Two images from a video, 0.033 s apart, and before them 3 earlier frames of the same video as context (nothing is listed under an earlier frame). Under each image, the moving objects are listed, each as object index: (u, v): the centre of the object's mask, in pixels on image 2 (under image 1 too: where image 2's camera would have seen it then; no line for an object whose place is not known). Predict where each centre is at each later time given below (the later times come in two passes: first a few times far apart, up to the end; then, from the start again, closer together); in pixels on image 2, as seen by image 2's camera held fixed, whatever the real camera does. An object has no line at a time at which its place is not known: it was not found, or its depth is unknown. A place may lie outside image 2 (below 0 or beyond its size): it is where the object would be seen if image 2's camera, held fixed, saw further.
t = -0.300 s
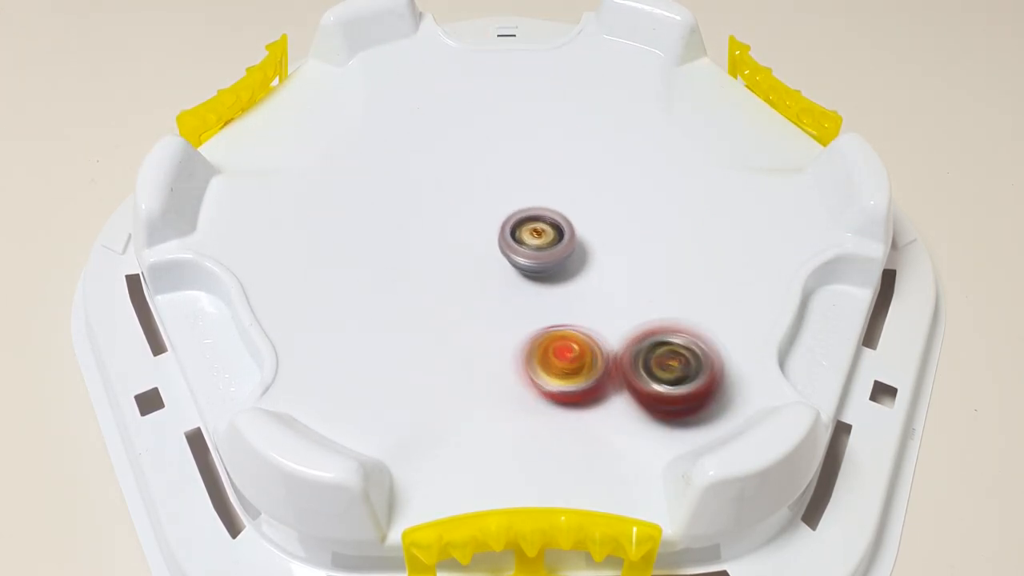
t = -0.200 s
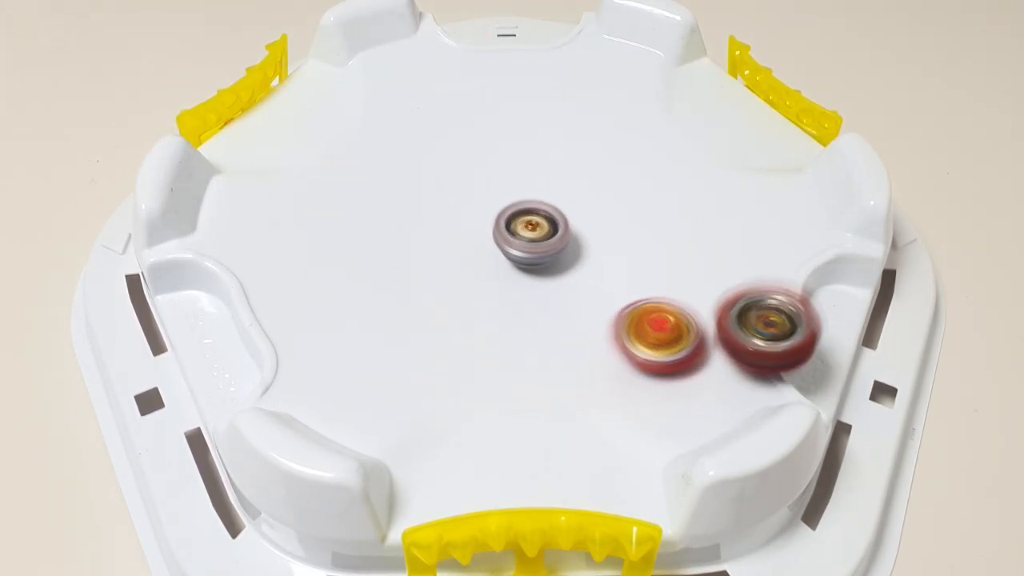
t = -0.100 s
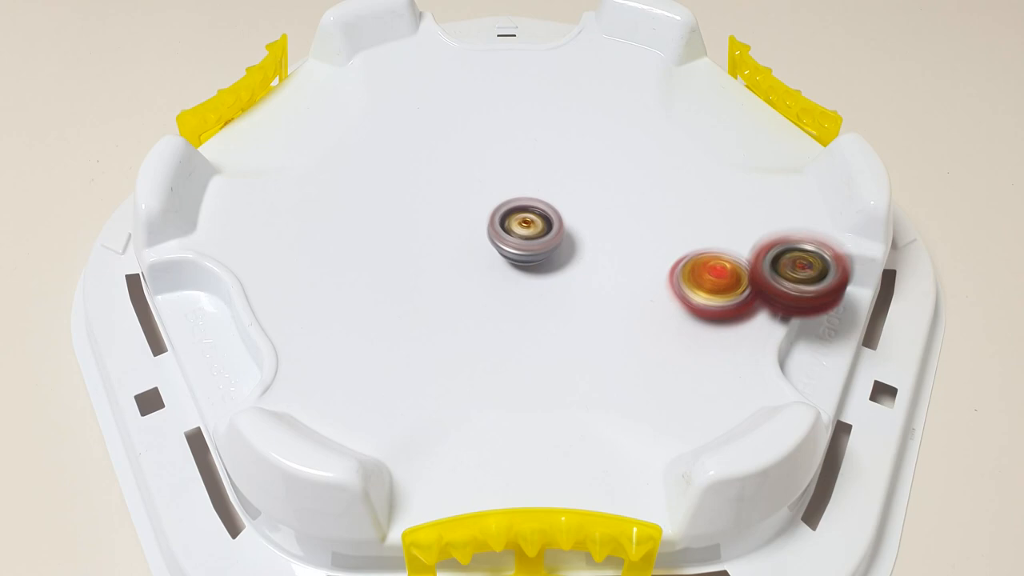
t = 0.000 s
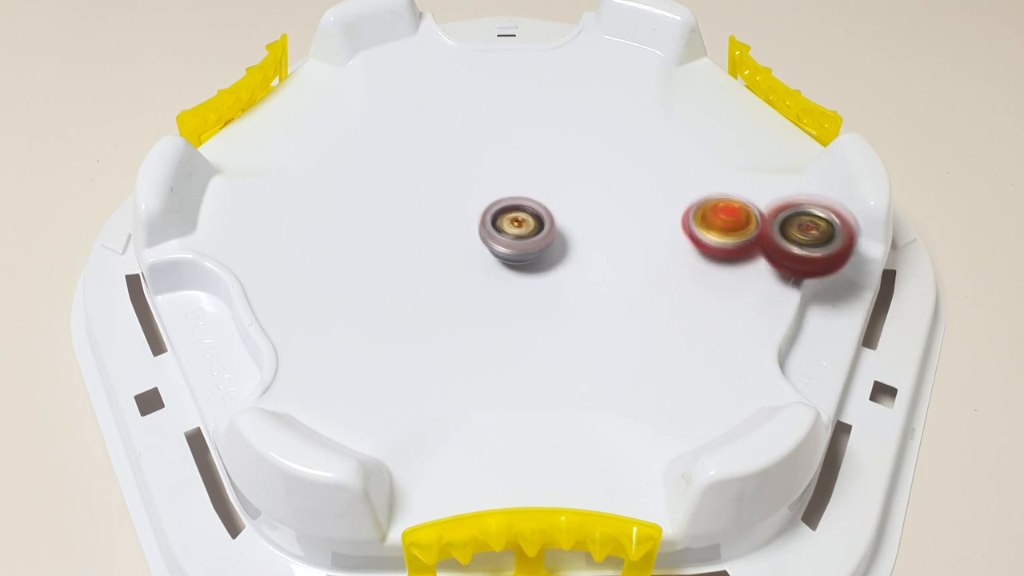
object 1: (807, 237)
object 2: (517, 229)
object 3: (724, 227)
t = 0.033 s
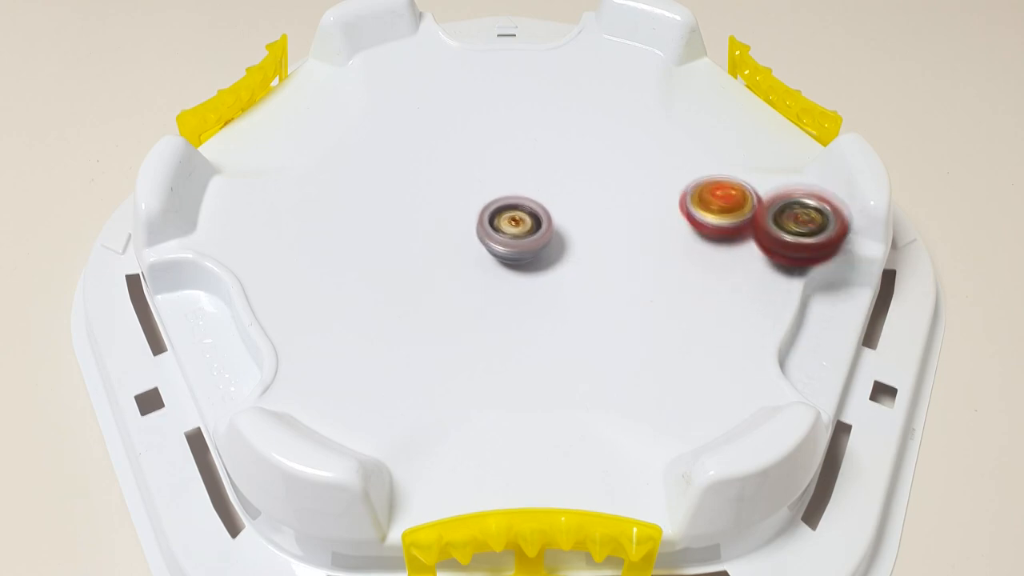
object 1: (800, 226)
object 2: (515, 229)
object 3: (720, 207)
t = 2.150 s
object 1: (327, 226)
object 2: (517, 226)
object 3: (373, 110)
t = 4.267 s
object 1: (398, 210)
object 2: (509, 223)
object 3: (581, 365)
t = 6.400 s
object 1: (489, 261)
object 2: (531, 198)
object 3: (445, 154)
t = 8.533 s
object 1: (612, 210)
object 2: (519, 169)
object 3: (567, 271)
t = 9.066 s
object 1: (510, 173)
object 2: (483, 231)
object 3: (567, 220)
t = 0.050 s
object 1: (794, 222)
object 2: (513, 229)
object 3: (716, 199)
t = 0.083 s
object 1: (781, 205)
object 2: (512, 229)
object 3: (708, 181)
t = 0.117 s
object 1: (763, 189)
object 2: (512, 230)
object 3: (694, 165)
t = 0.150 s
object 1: (741, 173)
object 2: (511, 229)
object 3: (678, 149)
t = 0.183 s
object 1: (718, 159)
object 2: (510, 229)
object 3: (656, 135)
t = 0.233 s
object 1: (679, 142)
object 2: (509, 228)
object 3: (620, 119)
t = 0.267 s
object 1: (650, 135)
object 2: (508, 228)
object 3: (591, 110)
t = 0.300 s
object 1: (617, 131)
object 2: (508, 228)
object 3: (560, 103)
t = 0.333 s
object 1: (583, 129)
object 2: (508, 228)
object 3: (529, 98)
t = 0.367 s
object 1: (551, 133)
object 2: (508, 227)
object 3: (496, 94)
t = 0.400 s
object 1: (521, 144)
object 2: (508, 227)
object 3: (463, 93)
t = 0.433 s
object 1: (492, 155)
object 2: (508, 227)
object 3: (432, 94)
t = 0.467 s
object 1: (464, 171)
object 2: (508, 226)
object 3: (404, 100)
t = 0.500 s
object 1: (438, 188)
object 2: (508, 225)
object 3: (377, 108)
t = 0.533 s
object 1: (415, 207)
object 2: (508, 225)
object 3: (353, 118)
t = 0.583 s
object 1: (388, 238)
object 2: (508, 223)
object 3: (322, 137)
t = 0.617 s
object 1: (377, 260)
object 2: (509, 222)
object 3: (305, 150)
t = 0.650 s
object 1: (372, 285)
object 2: (510, 221)
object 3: (293, 164)
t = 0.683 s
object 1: (374, 309)
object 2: (510, 220)
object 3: (283, 180)
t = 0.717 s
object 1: (383, 331)
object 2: (510, 220)
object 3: (276, 198)
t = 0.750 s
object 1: (398, 352)
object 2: (510, 221)
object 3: (270, 218)
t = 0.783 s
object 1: (416, 372)
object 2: (510, 221)
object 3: (267, 237)
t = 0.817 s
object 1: (441, 392)
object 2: (509, 221)
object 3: (270, 258)
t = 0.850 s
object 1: (464, 415)
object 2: (509, 222)
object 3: (278, 277)
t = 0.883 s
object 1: (482, 437)
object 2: (508, 221)
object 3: (290, 295)
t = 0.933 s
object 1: (504, 462)
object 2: (507, 222)
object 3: (316, 324)
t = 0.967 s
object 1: (516, 458)
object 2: (508, 221)
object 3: (337, 338)
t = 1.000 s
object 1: (526, 453)
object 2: (508, 223)
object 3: (362, 355)
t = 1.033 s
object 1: (536, 441)
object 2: (508, 221)
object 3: (393, 366)
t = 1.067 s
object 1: (545, 433)
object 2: (508, 221)
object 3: (426, 377)
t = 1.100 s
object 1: (553, 422)
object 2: (508, 221)
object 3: (458, 383)
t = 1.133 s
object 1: (564, 411)
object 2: (509, 221)
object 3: (484, 382)
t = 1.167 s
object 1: (582, 410)
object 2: (509, 221)
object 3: (509, 371)
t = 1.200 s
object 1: (601, 406)
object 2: (510, 221)
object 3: (534, 358)
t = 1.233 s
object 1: (613, 398)
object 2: (510, 221)
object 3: (561, 343)
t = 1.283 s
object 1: (622, 383)
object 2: (510, 222)
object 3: (604, 318)
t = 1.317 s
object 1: (628, 372)
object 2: (510, 222)
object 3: (632, 304)
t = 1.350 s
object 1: (635, 356)
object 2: (510, 222)
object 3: (651, 284)
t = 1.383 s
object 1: (643, 339)
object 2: (511, 222)
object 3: (665, 262)
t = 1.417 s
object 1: (651, 321)
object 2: (511, 222)
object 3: (674, 237)
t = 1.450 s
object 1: (659, 303)
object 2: (511, 222)
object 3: (677, 212)
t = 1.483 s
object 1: (665, 283)
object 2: (511, 222)
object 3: (676, 187)
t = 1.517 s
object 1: (668, 261)
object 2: (511, 222)
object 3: (670, 164)
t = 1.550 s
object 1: (666, 239)
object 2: (511, 222)
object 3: (662, 145)
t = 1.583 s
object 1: (658, 218)
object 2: (511, 222)
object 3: (650, 127)
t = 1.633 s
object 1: (640, 189)
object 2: (512, 222)
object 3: (628, 105)
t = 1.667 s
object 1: (623, 172)
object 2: (513, 222)
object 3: (612, 91)
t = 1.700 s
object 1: (602, 156)
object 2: (513, 222)
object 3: (594, 79)
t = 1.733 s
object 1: (579, 144)
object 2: (513, 222)
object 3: (578, 69)
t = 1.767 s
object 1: (553, 134)
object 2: (514, 223)
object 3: (561, 62)
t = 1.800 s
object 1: (525, 128)
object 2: (515, 223)
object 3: (543, 57)
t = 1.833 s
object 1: (497, 125)
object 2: (515, 223)
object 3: (525, 54)
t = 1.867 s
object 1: (469, 124)
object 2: (515, 224)
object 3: (507, 52)
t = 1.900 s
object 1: (441, 127)
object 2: (515, 224)
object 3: (489, 53)
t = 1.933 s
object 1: (416, 133)
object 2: (515, 224)
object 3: (471, 54)
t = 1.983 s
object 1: (380, 144)
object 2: (516, 225)
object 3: (445, 60)
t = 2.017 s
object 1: (361, 157)
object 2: (516, 225)
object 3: (429, 66)
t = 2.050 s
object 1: (344, 171)
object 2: (516, 225)
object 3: (414, 75)
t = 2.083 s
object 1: (333, 188)
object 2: (517, 226)
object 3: (399, 84)
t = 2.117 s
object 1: (327, 206)
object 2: (517, 226)
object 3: (385, 97)
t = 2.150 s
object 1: (327, 226)
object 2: (517, 226)
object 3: (373, 110)
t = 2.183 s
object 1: (334, 246)
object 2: (517, 227)
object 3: (362, 125)
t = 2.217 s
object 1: (348, 265)
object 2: (517, 227)
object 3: (354, 142)
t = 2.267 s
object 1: (368, 281)
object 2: (517, 227)
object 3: (348, 161)
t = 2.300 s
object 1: (393, 298)
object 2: (518, 227)
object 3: (346, 182)
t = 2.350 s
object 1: (440, 313)
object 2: (518, 227)
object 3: (349, 215)
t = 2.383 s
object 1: (475, 318)
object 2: (518, 228)
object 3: (357, 239)
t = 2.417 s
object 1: (509, 320)
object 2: (518, 227)
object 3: (371, 263)
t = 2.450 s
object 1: (540, 315)
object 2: (518, 228)
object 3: (390, 286)
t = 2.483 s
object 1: (568, 305)
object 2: (517, 228)
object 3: (414, 306)
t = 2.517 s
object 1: (592, 290)
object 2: (518, 228)
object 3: (443, 324)
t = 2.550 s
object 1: (612, 275)
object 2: (518, 228)
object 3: (477, 338)
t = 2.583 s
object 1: (627, 256)
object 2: (517, 229)
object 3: (512, 348)
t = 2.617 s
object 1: (637, 235)
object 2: (518, 228)
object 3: (547, 353)
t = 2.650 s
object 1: (641, 214)
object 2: (518, 228)
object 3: (580, 352)
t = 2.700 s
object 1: (638, 186)
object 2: (518, 228)
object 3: (627, 343)
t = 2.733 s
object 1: (631, 169)
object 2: (518, 228)
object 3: (653, 335)
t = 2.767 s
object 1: (620, 152)
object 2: (518, 229)
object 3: (677, 324)
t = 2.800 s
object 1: (606, 140)
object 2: (518, 229)
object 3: (698, 311)
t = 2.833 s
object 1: (590, 128)
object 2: (518, 229)
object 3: (715, 297)
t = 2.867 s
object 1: (572, 120)
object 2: (517, 229)
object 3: (728, 283)
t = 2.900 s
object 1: (552, 114)
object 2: (517, 229)
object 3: (739, 268)
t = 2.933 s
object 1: (533, 110)
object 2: (517, 229)
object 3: (746, 253)
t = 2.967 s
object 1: (512, 107)
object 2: (517, 230)
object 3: (749, 238)
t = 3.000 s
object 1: (491, 108)
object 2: (517, 230)
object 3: (749, 224)
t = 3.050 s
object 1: (461, 116)
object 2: (517, 230)
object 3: (745, 203)
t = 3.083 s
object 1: (443, 125)
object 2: (516, 230)
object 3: (738, 190)
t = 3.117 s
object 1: (428, 139)
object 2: (516, 230)
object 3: (729, 177)
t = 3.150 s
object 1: (414, 155)
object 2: (516, 230)
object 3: (717, 165)
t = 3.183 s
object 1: (405, 172)
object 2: (516, 230)
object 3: (702, 154)
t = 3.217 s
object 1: (401, 191)
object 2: (516, 230)
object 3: (685, 143)
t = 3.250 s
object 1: (402, 212)
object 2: (516, 230)
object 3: (666, 135)
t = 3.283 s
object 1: (408, 232)
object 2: (515, 230)
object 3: (645, 129)
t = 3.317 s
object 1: (419, 251)
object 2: (515, 230)
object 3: (622, 124)
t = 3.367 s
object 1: (444, 276)
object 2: (515, 229)
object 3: (585, 121)
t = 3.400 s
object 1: (465, 289)
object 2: (515, 229)
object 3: (558, 120)
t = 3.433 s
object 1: (489, 298)
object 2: (515, 229)
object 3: (531, 122)
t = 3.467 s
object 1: (514, 304)
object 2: (514, 228)
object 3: (504, 125)
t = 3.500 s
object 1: (540, 305)
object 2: (514, 229)
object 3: (476, 131)
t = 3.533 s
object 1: (564, 304)
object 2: (514, 228)
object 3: (450, 140)
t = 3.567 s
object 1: (589, 298)
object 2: (514, 228)
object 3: (425, 152)
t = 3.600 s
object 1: (609, 291)
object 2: (514, 228)
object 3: (402, 165)
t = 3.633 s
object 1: (627, 279)
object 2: (513, 228)
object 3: (383, 180)
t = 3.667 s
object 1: (641, 268)
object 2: (513, 228)
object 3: (367, 198)
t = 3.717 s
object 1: (657, 245)
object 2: (513, 227)
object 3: (350, 225)
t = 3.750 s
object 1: (660, 229)
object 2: (513, 227)
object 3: (344, 243)
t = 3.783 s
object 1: (659, 213)
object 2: (513, 227)
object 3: (342, 262)
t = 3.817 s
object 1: (653, 197)
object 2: (513, 227)
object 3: (344, 280)
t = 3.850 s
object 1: (642, 183)
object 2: (512, 226)
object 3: (348, 297)
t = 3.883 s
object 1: (626, 171)
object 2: (512, 226)
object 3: (357, 313)
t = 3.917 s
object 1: (607, 161)
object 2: (512, 225)
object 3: (368, 329)
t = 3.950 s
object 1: (585, 155)
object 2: (511, 225)
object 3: (381, 342)
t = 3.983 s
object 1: (562, 151)
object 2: (511, 225)
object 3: (397, 354)
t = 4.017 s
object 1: (538, 150)
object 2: (510, 225)
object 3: (416, 365)
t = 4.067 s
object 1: (502, 152)
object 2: (510, 225)
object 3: (448, 377)
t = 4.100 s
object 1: (479, 156)
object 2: (510, 224)
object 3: (470, 383)
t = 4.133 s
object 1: (458, 163)
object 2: (510, 224)
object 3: (492, 385)
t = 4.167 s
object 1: (439, 173)
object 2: (510, 224)
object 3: (515, 385)
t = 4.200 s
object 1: (423, 184)
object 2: (509, 224)
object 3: (539, 381)
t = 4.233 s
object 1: (409, 196)
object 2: (509, 224)
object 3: (561, 374)
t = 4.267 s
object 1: (398, 210)
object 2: (509, 223)
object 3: (581, 365)
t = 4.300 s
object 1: (392, 223)
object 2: (509, 224)
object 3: (600, 353)
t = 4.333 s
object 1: (389, 239)
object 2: (509, 223)
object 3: (615, 338)
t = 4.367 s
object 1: (391, 254)
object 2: (509, 223)
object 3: (628, 322)
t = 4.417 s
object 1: (402, 277)
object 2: (510, 223)
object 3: (643, 296)
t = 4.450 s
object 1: (415, 291)
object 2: (510, 223)
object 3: (648, 277)
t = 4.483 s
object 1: (433, 304)
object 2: (510, 223)
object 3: (650, 257)
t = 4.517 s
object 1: (455, 314)
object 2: (510, 223)
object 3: (648, 237)
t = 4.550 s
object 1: (480, 320)
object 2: (510, 223)
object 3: (642, 217)
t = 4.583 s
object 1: (507, 321)
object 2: (510, 223)
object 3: (631, 197)
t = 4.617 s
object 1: (532, 318)
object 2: (511, 223)
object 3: (617, 179)
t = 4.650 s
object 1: (556, 311)
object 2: (511, 223)
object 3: (600, 164)
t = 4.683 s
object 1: (576, 299)
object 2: (511, 223)
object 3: (580, 149)
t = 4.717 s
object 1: (592, 284)
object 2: (511, 223)
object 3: (559, 138)
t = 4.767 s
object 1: (608, 260)
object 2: (512, 223)
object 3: (525, 124)
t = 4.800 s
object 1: (613, 242)
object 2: (512, 224)
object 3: (502, 118)
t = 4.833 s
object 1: (614, 225)
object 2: (513, 224)
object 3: (479, 114)
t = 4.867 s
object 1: (610, 207)
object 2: (513, 224)
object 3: (457, 113)
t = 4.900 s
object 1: (603, 190)
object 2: (514, 224)
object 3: (437, 113)
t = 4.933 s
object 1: (593, 174)
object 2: (514, 224)
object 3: (418, 116)
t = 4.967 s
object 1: (580, 163)
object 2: (514, 224)
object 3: (400, 120)
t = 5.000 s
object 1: (564, 151)
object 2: (515, 224)
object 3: (384, 125)
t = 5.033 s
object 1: (548, 141)
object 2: (515, 225)
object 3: (370, 132)
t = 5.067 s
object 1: (531, 134)
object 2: (515, 225)
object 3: (358, 141)
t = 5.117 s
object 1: (502, 129)
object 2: (515, 225)
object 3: (344, 156)
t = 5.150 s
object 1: (483, 127)
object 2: (515, 225)
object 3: (338, 168)
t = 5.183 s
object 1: (464, 127)
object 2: (516, 225)
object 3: (334, 181)
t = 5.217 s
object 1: (446, 133)
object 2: (516, 226)
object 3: (334, 195)
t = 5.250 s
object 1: (429, 140)
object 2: (516, 226)
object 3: (336, 210)
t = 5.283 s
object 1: (415, 150)
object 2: (516, 226)
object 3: (342, 226)
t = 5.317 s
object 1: (403, 162)
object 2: (517, 226)
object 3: (351, 241)
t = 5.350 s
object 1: (396, 177)
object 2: (517, 226)
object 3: (365, 257)
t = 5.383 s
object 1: (393, 194)
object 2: (517, 226)
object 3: (382, 273)
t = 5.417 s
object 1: (396, 212)
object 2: (517, 226)
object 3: (403, 287)
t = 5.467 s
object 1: (408, 238)
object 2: (518, 227)
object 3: (441, 304)
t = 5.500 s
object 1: (422, 248)
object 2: (518, 227)
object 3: (475, 316)
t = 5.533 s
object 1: (439, 257)
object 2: (519, 227)
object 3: (510, 323)
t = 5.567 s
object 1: (458, 264)
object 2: (520, 227)
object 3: (544, 323)
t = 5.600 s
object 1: (472, 269)
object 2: (527, 224)
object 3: (574, 317)
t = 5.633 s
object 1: (479, 277)
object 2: (544, 216)
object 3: (600, 307)
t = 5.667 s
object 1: (491, 282)
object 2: (557, 210)
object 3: (623, 294)
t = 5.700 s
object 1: (506, 284)
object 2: (567, 204)
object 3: (643, 279)
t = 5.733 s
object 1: (522, 282)
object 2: (571, 201)
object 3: (658, 263)
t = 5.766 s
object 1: (538, 277)
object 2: (572, 199)
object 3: (669, 246)
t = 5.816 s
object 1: (557, 263)
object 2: (571, 196)
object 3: (678, 221)
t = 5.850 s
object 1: (563, 252)
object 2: (570, 191)
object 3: (680, 205)
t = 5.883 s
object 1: (558, 249)
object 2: (571, 183)
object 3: (679, 190)
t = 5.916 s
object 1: (553, 250)
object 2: (574, 175)
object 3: (675, 176)
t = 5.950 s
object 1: (545, 250)
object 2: (575, 170)
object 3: (668, 163)
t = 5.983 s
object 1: (536, 251)
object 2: (573, 167)
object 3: (659, 151)
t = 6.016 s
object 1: (528, 251)
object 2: (571, 166)
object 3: (648, 142)
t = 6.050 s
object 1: (521, 251)
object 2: (567, 167)
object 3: (634, 133)
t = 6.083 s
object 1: (514, 253)
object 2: (563, 168)
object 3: (620, 127)
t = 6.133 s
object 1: (501, 254)
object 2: (556, 171)
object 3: (596, 119)
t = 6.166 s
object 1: (495, 256)
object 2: (552, 173)
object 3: (578, 116)
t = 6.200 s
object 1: (490, 257)
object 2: (549, 177)
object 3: (560, 116)
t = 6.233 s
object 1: (487, 259)
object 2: (544, 180)
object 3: (541, 118)
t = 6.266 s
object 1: (485, 261)
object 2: (541, 183)
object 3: (521, 120)
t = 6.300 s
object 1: (484, 262)
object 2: (538, 187)
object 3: (501, 125)
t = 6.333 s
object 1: (485, 263)
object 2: (535, 191)
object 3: (482, 132)
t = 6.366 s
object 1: (487, 261)
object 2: (532, 195)
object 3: (463, 142)
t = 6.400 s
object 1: (489, 261)
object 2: (531, 198)
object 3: (445, 154)
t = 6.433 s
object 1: (491, 258)
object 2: (529, 200)
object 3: (430, 167)
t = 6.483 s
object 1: (489, 255)
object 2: (531, 202)
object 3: (411, 192)
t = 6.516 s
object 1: (484, 255)
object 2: (535, 202)
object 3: (404, 210)
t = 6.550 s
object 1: (479, 255)
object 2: (538, 204)
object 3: (400, 228)
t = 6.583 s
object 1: (481, 258)
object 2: (540, 205)
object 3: (396, 243)
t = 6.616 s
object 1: (491, 261)
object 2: (540, 207)
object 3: (388, 253)
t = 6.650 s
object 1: (501, 264)
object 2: (540, 208)
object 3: (385, 265)
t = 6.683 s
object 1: (511, 265)
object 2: (542, 208)
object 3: (385, 278)
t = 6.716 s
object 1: (516, 268)
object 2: (544, 206)
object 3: (389, 291)
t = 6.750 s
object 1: (521, 269)
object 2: (546, 205)
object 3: (395, 303)
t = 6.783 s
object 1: (526, 268)
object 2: (546, 205)
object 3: (404, 314)
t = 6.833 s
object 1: (534, 266)
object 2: (545, 205)
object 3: (420, 328)
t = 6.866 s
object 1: (535, 267)
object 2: (546, 202)
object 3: (434, 336)
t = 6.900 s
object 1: (534, 268)
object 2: (548, 199)
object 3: (449, 342)
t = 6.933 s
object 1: (534, 268)
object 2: (548, 198)
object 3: (466, 347)
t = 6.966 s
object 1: (534, 267)
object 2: (547, 198)
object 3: (482, 348)
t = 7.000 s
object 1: (533, 265)
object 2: (544, 198)
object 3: (500, 348)
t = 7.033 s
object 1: (530, 263)
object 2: (541, 198)
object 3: (518, 345)
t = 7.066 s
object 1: (527, 261)
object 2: (538, 199)
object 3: (535, 341)
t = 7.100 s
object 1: (521, 260)
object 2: (537, 198)
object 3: (552, 334)
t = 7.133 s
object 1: (515, 259)
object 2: (537, 198)
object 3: (566, 323)
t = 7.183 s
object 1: (506, 257)
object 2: (535, 198)
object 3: (586, 304)
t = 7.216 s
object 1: (499, 257)
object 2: (534, 199)
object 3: (596, 290)
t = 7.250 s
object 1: (489, 255)
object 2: (531, 200)
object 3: (603, 274)
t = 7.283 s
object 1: (483, 255)
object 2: (529, 201)
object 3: (605, 257)
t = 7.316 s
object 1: (479, 254)
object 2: (526, 203)
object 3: (604, 240)
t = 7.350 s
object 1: (476, 253)
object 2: (524, 203)
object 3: (601, 224)
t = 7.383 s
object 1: (469, 253)
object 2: (519, 202)
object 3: (600, 209)
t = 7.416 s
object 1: (464, 253)
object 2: (515, 201)
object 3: (596, 194)
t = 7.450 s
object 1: (460, 253)
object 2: (512, 201)
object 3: (588, 181)
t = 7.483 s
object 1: (458, 252)
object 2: (511, 202)
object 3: (578, 169)
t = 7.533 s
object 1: (459, 251)
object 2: (508, 203)
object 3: (560, 152)
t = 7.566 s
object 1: (457, 250)
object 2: (508, 203)
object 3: (546, 144)
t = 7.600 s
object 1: (444, 253)
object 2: (523, 196)
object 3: (532, 136)
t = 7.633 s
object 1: (432, 256)
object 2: (536, 189)
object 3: (516, 131)
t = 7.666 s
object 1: (425, 258)
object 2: (547, 184)
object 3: (502, 130)
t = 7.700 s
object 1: (419, 261)
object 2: (553, 181)
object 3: (488, 129)
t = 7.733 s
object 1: (414, 265)
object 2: (557, 180)
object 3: (474, 131)
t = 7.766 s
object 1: (413, 267)
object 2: (557, 179)
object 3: (461, 134)
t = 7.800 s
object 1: (413, 269)
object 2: (556, 179)
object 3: (448, 140)
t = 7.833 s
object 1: (417, 270)
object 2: (555, 179)
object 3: (438, 146)
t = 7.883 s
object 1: (427, 269)
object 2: (552, 181)
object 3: (424, 160)
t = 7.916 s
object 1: (437, 268)
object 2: (551, 182)
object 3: (418, 172)
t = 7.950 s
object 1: (448, 263)
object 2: (549, 183)
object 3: (414, 184)
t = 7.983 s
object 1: (458, 257)
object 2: (547, 185)
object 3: (412, 197)
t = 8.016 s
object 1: (467, 251)
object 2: (545, 186)
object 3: (412, 210)
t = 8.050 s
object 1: (486, 253)
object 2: (544, 188)
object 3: (409, 213)
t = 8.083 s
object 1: (502, 253)
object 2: (543, 189)
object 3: (410, 216)
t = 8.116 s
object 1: (517, 252)
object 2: (542, 188)
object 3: (414, 222)
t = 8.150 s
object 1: (530, 249)
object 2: (542, 187)
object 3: (420, 231)
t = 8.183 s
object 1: (536, 248)
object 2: (545, 183)
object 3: (428, 241)
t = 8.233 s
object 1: (547, 244)
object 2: (548, 178)
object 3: (444, 255)
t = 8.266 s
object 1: (555, 240)
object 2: (547, 176)
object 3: (458, 262)
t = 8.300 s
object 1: (563, 236)
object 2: (544, 174)
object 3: (474, 269)
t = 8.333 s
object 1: (570, 230)
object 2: (539, 173)
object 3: (491, 273)
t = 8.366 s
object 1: (576, 224)
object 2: (534, 173)
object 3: (509, 277)
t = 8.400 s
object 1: (579, 223)
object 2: (529, 169)
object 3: (526, 277)
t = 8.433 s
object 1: (588, 222)
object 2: (525, 166)
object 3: (537, 278)
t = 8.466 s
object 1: (600, 216)
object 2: (521, 164)
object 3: (545, 277)
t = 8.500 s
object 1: (606, 214)
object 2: (519, 166)
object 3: (555, 275)
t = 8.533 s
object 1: (612, 210)
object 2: (519, 169)
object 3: (567, 271)
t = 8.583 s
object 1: (621, 202)
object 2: (517, 174)
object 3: (576, 265)
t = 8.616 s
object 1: (624, 195)
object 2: (518, 182)
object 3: (581, 259)
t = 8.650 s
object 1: (625, 189)
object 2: (520, 190)
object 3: (584, 255)
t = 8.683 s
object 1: (625, 184)
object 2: (522, 198)
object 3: (584, 251)
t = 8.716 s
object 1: (619, 180)
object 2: (524, 207)
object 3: (585, 248)
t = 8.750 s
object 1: (613, 177)
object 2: (521, 207)
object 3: (587, 245)
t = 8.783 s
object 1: (603, 176)
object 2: (516, 210)
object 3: (588, 243)
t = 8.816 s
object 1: (593, 174)
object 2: (510, 213)
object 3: (588, 240)
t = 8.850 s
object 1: (583, 174)
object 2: (503, 217)
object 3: (589, 238)
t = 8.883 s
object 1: (571, 173)
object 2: (498, 221)
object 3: (588, 235)
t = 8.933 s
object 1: (556, 172)
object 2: (492, 223)
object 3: (584, 231)
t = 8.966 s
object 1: (545, 173)
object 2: (490, 227)
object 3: (579, 228)
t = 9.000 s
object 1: (534, 173)
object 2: (490, 230)
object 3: (573, 226)
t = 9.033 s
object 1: (522, 173)
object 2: (492, 229)
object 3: (567, 223)
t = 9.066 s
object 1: (510, 173)
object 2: (483, 231)
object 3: (567, 220)
